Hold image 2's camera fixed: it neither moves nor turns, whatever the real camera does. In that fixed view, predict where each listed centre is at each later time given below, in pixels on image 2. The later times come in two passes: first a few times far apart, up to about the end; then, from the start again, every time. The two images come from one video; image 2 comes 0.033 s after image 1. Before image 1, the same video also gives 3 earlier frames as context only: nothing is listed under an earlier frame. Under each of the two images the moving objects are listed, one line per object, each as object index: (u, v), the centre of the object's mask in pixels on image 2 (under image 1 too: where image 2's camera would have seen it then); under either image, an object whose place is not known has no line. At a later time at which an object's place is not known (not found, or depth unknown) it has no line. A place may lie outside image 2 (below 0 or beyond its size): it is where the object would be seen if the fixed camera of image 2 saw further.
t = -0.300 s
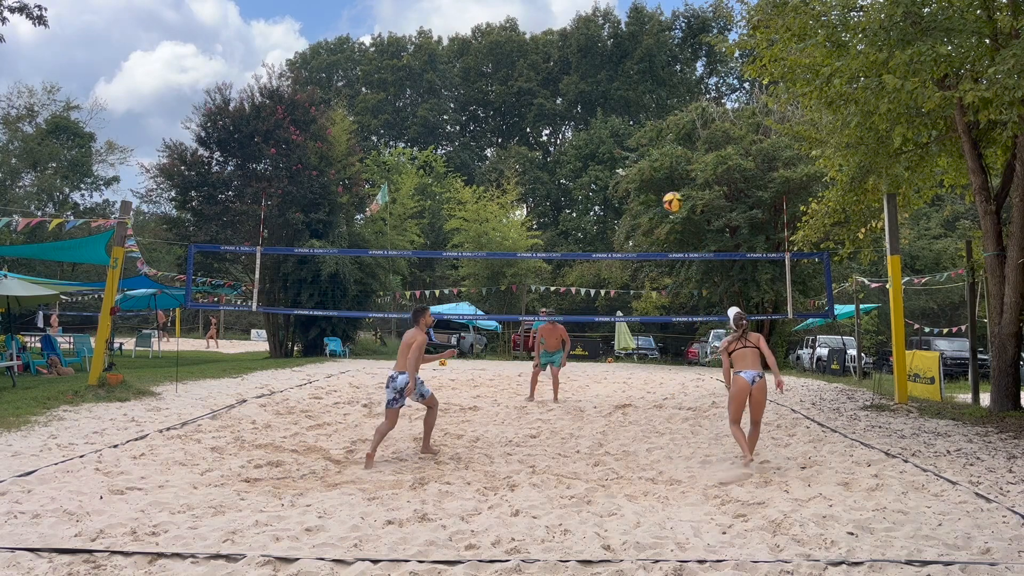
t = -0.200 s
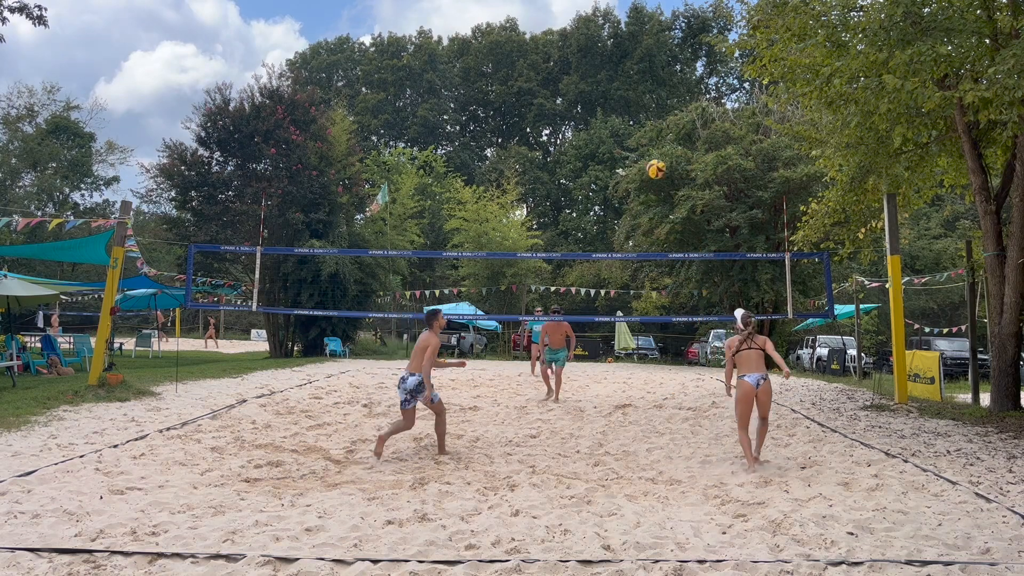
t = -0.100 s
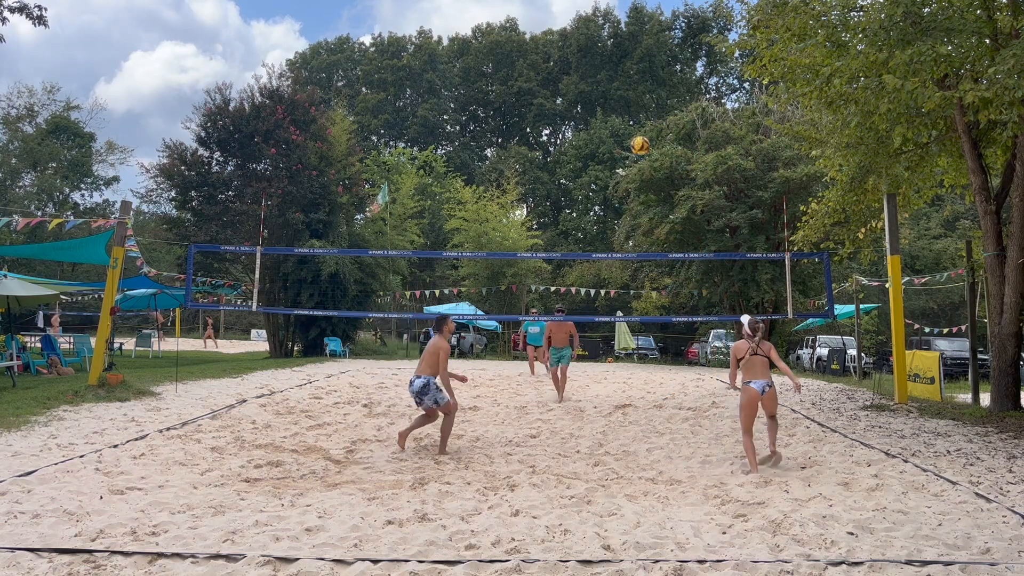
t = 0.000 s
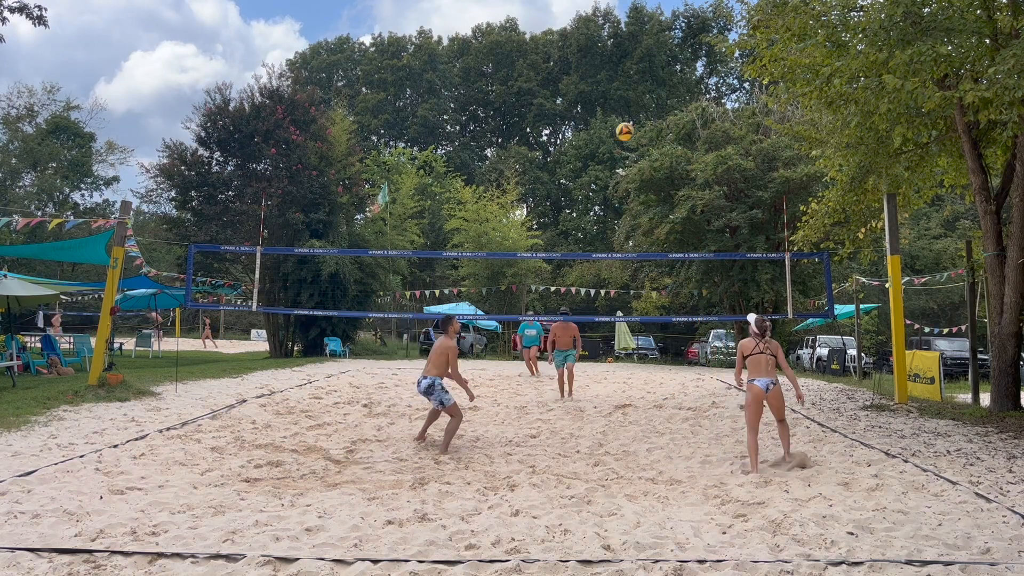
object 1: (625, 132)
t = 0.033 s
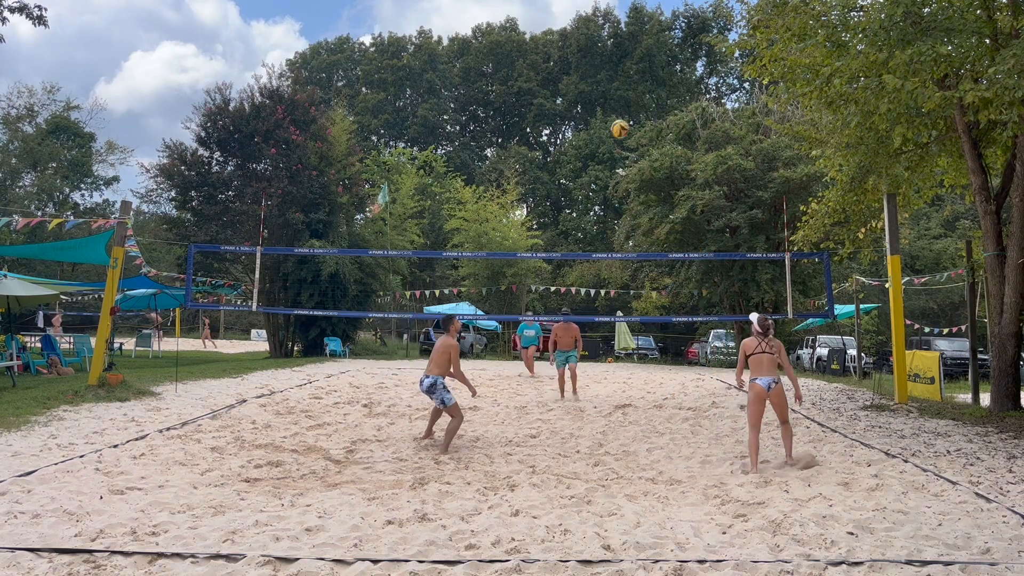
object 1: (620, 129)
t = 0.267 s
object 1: (587, 134)
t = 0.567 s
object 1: (548, 198)
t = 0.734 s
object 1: (528, 258)
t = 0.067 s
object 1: (615, 127)
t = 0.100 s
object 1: (610, 126)
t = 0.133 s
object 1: (606, 126)
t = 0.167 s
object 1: (601, 127)
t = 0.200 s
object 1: (596, 128)
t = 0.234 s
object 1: (591, 131)
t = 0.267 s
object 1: (587, 134)
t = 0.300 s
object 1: (582, 138)
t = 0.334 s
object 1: (577, 143)
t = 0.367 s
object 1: (573, 149)
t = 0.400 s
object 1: (569, 155)
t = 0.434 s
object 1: (564, 163)
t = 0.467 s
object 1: (560, 171)
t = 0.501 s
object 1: (556, 179)
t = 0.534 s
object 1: (552, 188)
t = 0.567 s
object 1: (548, 198)
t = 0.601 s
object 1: (544, 209)
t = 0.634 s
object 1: (540, 220)
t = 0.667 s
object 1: (536, 232)
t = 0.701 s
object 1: (532, 244)
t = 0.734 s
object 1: (528, 258)
